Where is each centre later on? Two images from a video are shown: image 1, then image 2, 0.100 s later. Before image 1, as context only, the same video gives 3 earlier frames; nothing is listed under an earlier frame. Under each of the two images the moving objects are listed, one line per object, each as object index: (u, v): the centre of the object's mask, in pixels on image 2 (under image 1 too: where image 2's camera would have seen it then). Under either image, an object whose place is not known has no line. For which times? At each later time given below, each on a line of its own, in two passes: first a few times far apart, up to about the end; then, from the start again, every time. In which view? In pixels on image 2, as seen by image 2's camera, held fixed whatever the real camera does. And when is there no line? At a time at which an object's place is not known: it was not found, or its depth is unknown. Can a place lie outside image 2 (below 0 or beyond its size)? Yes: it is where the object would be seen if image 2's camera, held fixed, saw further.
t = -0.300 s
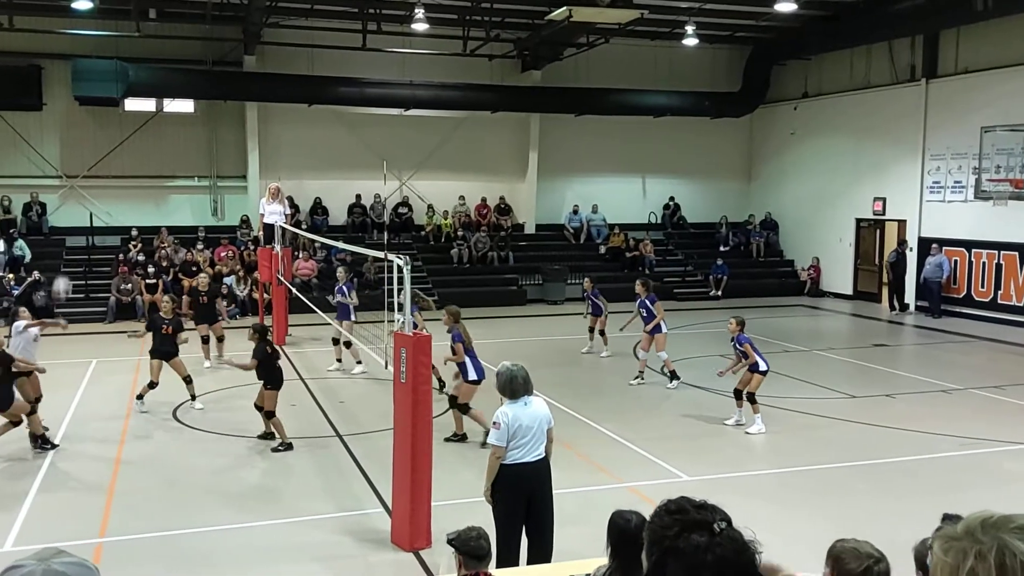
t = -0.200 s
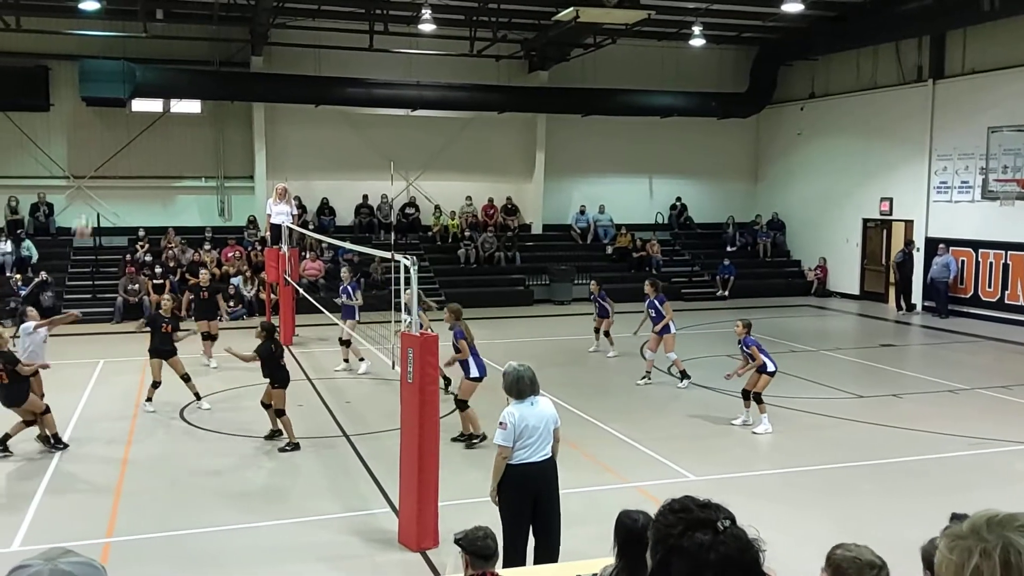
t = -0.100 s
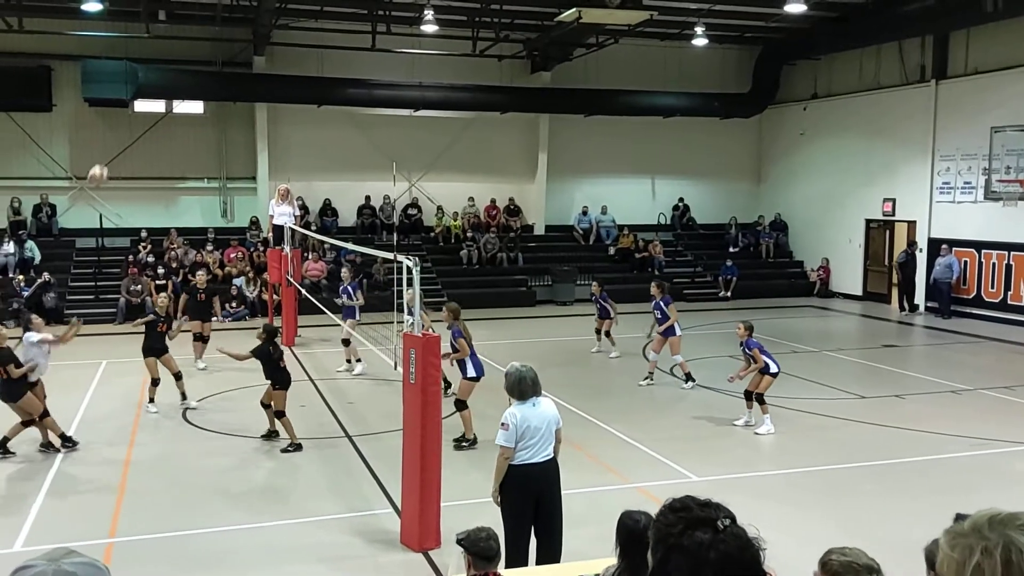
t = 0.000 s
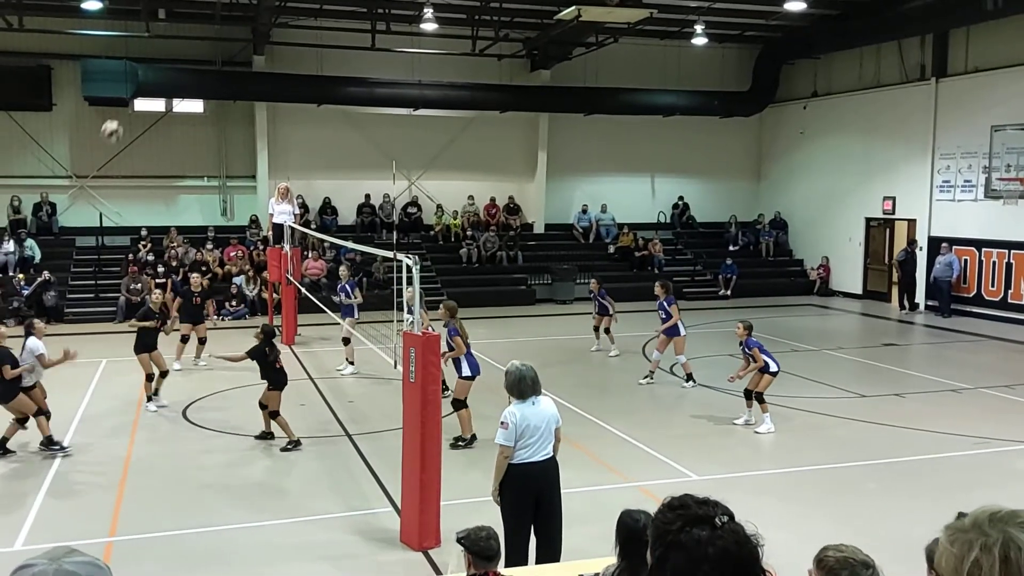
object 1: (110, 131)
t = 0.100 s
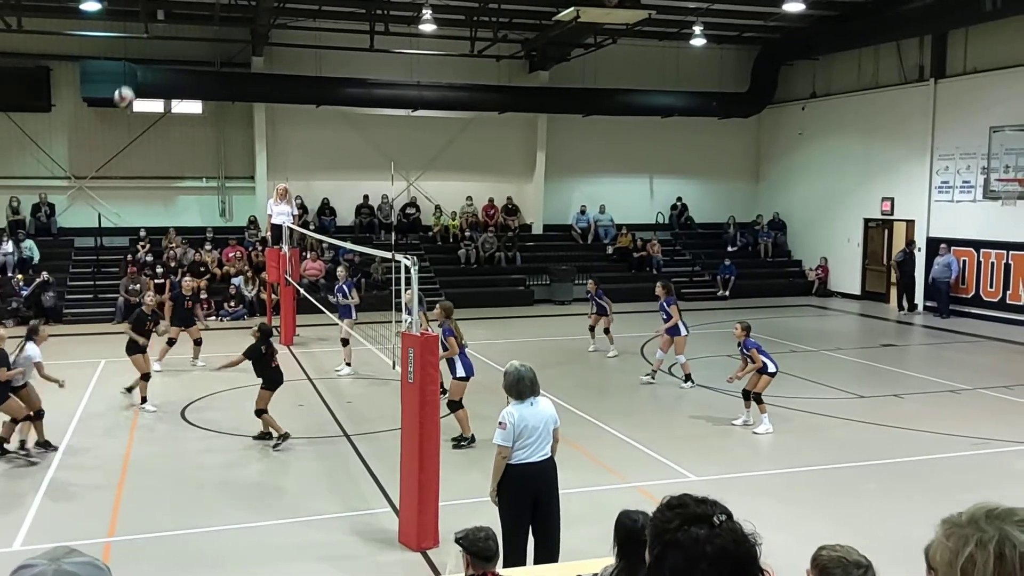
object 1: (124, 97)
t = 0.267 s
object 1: (148, 58)
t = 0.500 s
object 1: (179, 46)
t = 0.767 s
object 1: (220, 93)
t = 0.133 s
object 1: (129, 88)
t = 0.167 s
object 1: (133, 78)
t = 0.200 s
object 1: (138, 70)
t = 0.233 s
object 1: (142, 65)
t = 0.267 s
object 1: (148, 58)
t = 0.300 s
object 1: (151, 53)
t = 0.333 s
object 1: (156, 49)
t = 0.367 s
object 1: (160, 47)
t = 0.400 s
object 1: (164, 45)
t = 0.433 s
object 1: (169, 44)
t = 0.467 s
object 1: (174, 44)
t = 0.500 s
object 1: (179, 46)
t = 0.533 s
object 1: (184, 48)
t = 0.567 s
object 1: (190, 51)
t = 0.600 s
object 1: (194, 56)
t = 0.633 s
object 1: (199, 61)
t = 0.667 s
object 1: (204, 68)
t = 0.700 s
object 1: (210, 76)
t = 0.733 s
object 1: (215, 84)
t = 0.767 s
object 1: (220, 93)
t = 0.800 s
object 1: (225, 104)
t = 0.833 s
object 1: (231, 114)
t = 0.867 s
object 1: (235, 126)
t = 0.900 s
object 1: (239, 140)
